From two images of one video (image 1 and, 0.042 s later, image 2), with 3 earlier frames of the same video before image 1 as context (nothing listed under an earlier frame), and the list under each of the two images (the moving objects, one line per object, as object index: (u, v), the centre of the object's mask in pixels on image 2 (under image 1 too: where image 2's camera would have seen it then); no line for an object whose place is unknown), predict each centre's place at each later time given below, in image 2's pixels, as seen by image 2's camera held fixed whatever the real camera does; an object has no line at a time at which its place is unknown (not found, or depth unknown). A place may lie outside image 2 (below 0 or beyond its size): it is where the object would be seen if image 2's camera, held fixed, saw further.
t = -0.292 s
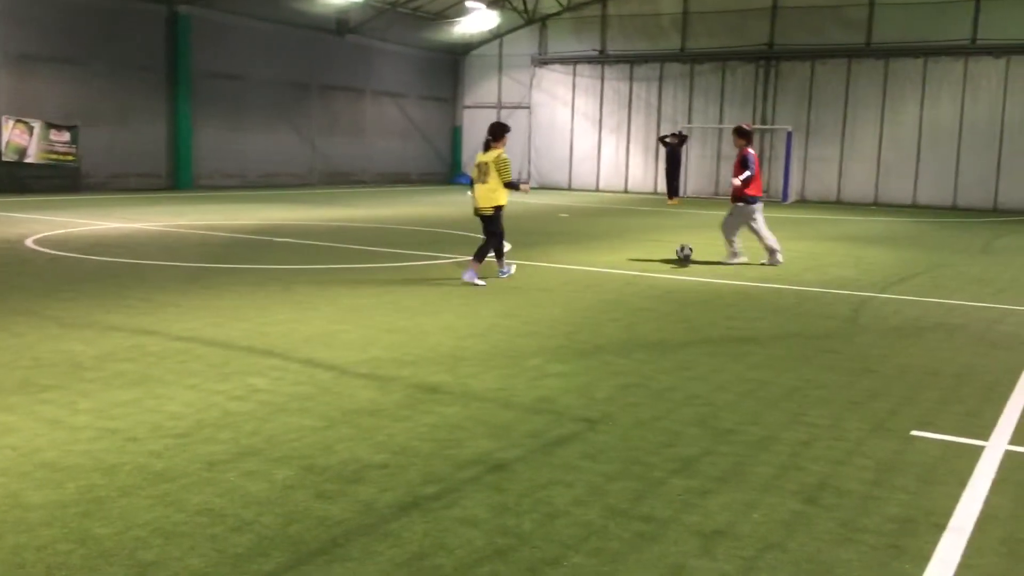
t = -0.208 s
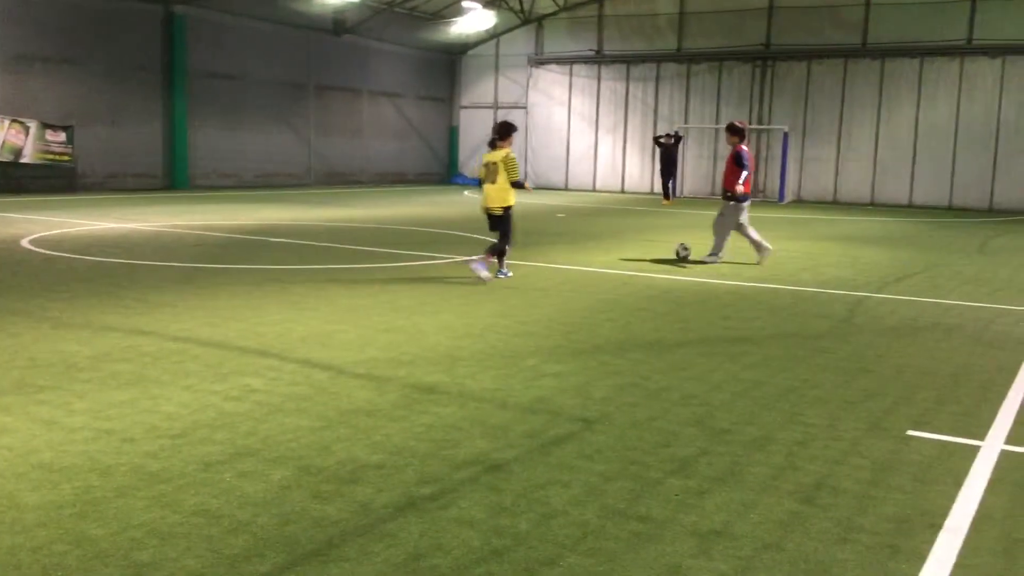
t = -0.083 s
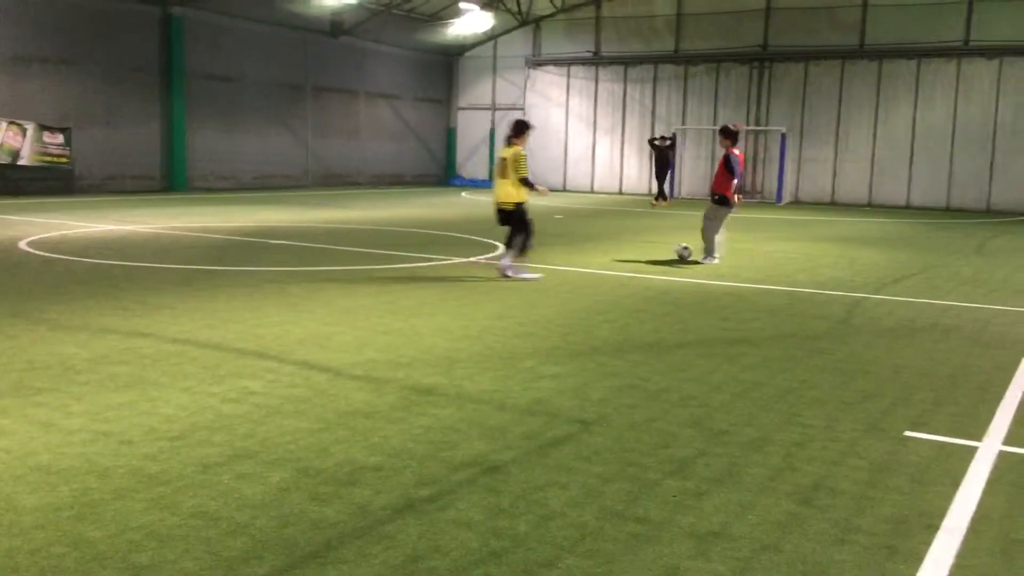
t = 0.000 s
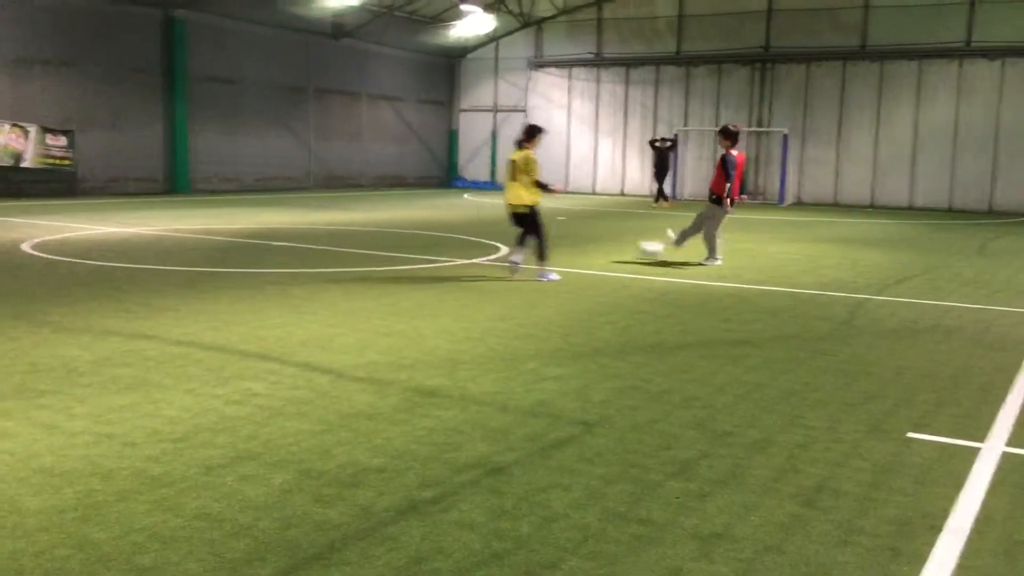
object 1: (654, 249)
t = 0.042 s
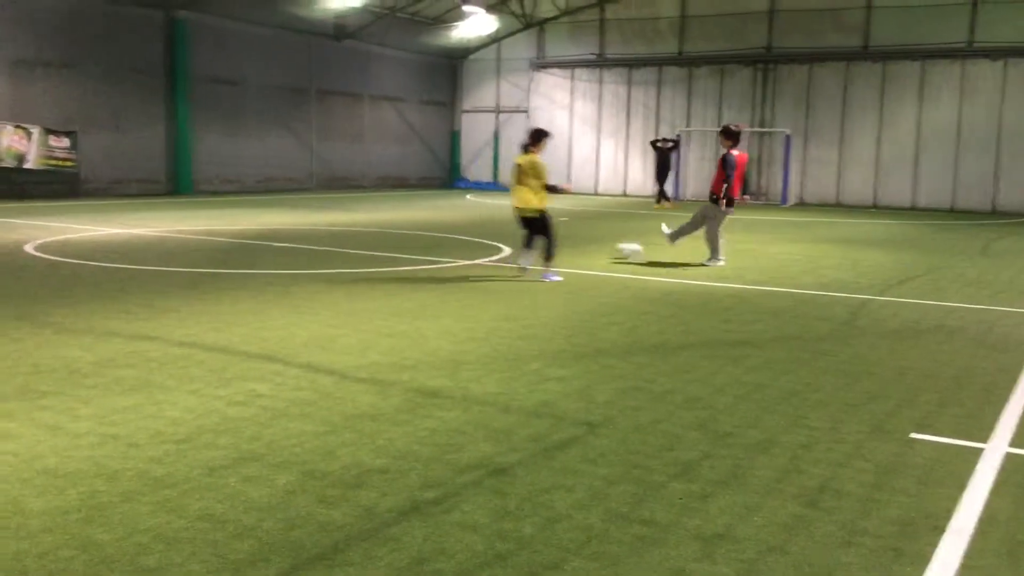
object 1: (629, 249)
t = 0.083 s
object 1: (604, 249)
